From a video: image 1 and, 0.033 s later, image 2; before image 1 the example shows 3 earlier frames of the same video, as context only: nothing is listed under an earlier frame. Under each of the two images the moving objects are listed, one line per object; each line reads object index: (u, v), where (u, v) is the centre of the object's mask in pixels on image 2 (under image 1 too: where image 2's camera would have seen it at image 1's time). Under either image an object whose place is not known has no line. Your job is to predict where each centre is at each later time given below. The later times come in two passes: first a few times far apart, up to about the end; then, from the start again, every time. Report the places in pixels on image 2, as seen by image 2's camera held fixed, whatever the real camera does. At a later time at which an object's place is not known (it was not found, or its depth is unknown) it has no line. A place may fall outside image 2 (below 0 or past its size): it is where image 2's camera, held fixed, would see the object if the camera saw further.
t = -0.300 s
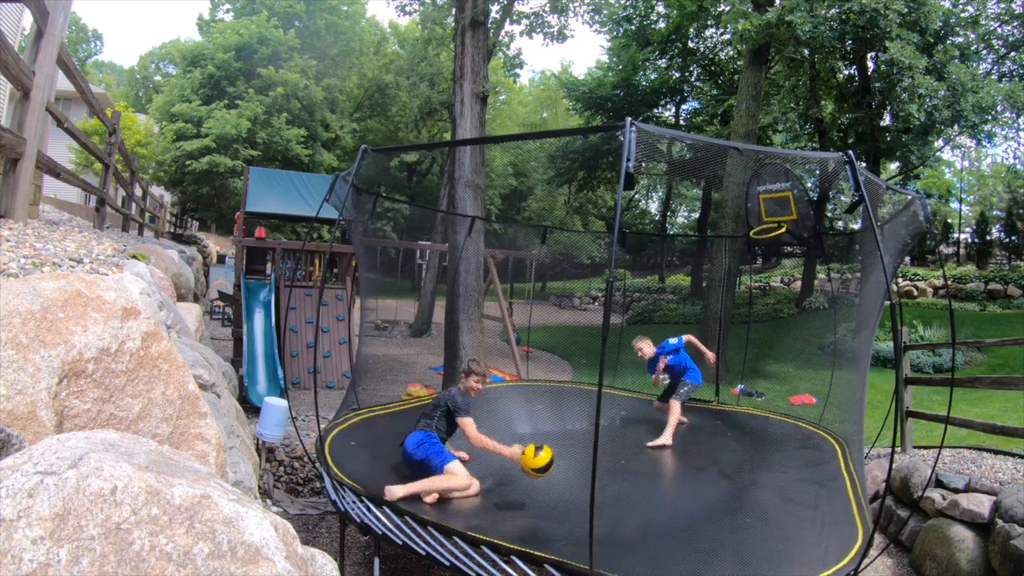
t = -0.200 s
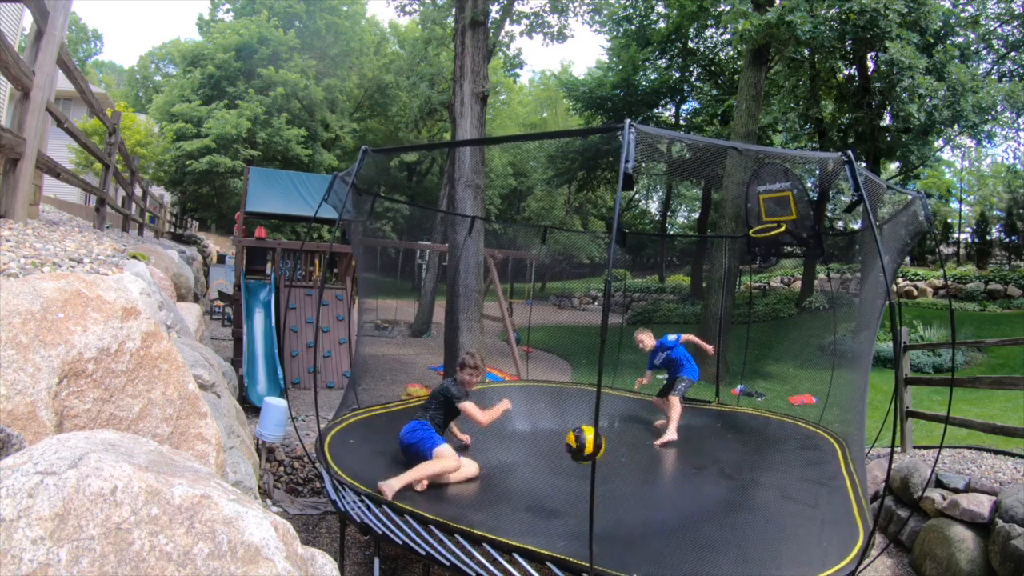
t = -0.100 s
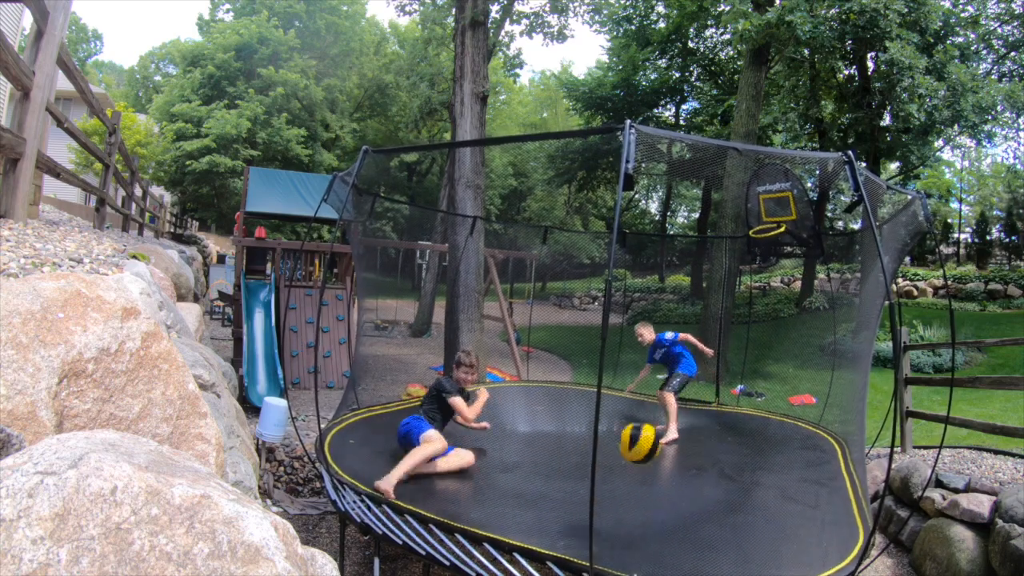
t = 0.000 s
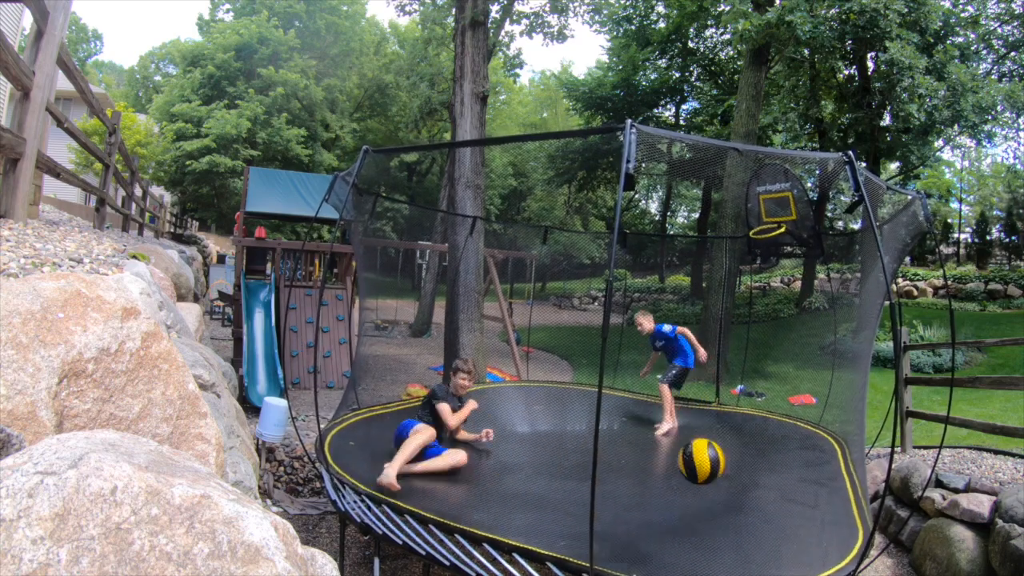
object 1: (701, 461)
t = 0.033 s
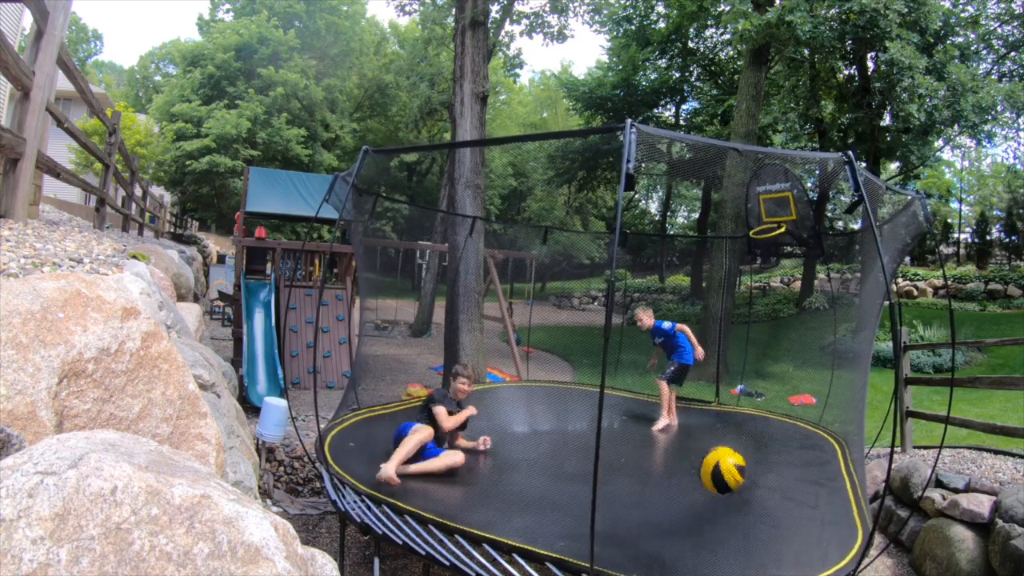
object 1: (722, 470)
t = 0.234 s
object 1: (785, 485)
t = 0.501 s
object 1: (800, 494)
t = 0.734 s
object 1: (796, 469)
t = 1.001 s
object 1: (787, 462)
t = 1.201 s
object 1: (780, 458)
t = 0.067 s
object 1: (740, 476)
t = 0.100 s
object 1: (755, 478)
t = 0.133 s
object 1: (766, 480)
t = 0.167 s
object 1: (774, 480)
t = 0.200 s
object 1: (780, 482)
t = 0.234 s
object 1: (785, 485)
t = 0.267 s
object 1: (789, 490)
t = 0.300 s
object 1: (792, 498)
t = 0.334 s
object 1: (794, 505)
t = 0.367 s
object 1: (797, 514)
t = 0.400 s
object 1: (797, 526)
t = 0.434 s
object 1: (798, 518)
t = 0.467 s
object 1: (799, 505)
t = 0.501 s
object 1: (800, 494)
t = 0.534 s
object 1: (801, 484)
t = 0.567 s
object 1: (801, 477)
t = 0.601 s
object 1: (801, 472)
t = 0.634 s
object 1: (800, 468)
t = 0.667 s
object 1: (799, 467)
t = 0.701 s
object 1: (798, 467)
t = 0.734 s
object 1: (796, 469)
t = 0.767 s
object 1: (795, 471)
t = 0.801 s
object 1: (793, 476)
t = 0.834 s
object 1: (791, 482)
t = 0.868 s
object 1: (788, 486)
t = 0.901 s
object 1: (788, 478)
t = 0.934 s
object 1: (788, 470)
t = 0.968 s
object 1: (788, 465)
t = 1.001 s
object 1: (787, 462)
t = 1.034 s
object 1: (786, 459)
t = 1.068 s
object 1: (785, 458)
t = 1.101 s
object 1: (784, 459)
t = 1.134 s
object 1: (782, 461)
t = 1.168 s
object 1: (781, 462)
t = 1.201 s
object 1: (780, 458)
